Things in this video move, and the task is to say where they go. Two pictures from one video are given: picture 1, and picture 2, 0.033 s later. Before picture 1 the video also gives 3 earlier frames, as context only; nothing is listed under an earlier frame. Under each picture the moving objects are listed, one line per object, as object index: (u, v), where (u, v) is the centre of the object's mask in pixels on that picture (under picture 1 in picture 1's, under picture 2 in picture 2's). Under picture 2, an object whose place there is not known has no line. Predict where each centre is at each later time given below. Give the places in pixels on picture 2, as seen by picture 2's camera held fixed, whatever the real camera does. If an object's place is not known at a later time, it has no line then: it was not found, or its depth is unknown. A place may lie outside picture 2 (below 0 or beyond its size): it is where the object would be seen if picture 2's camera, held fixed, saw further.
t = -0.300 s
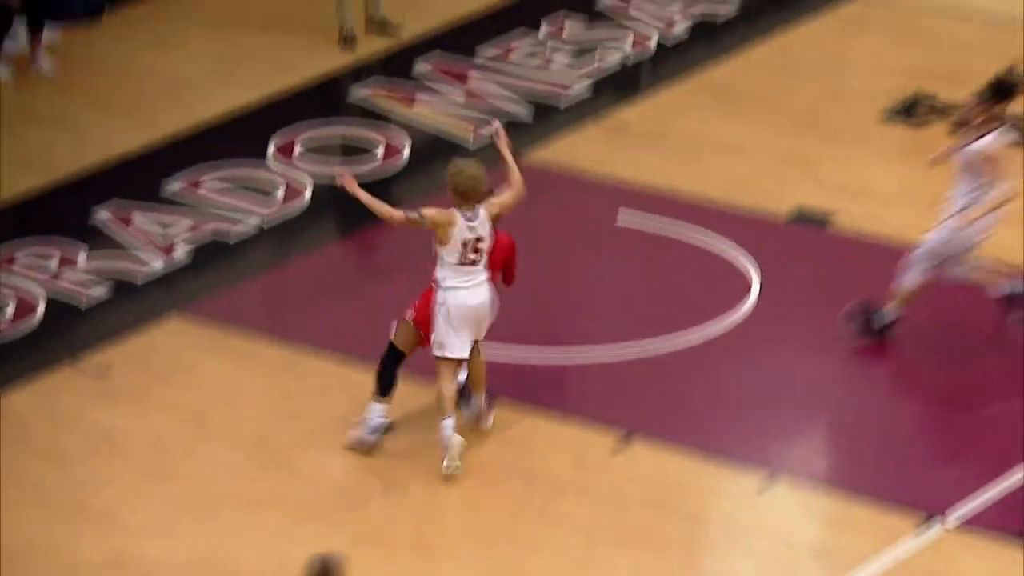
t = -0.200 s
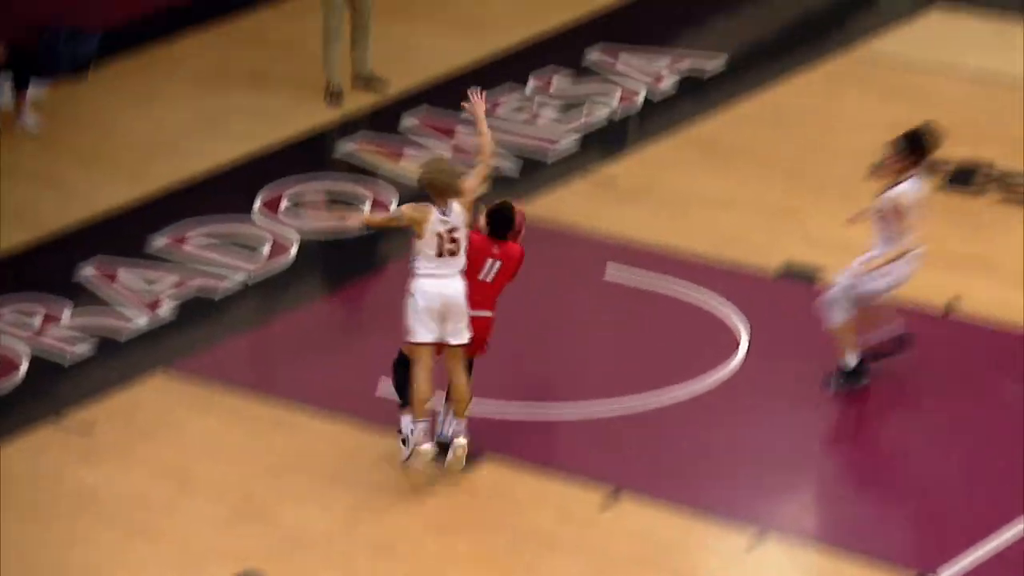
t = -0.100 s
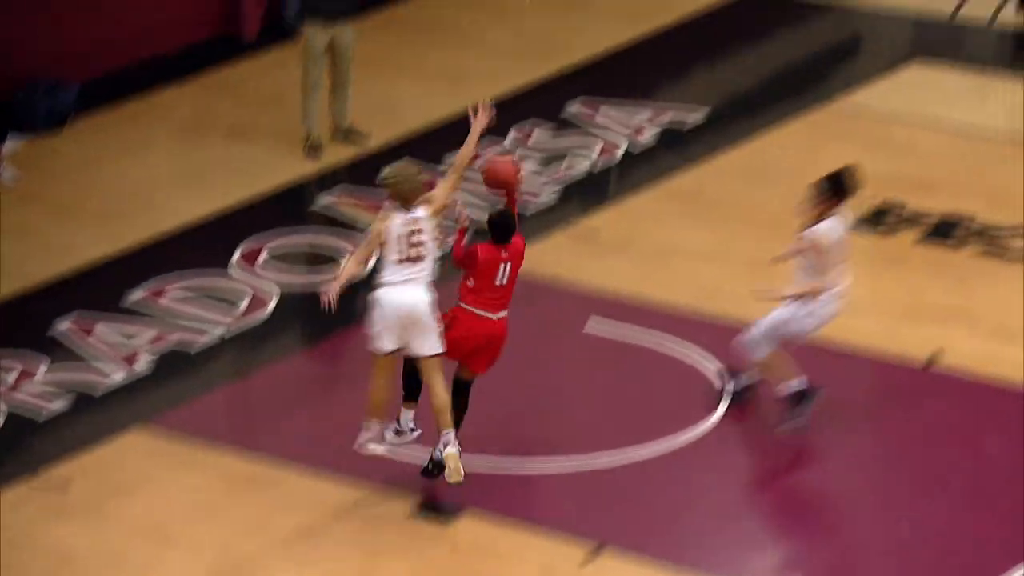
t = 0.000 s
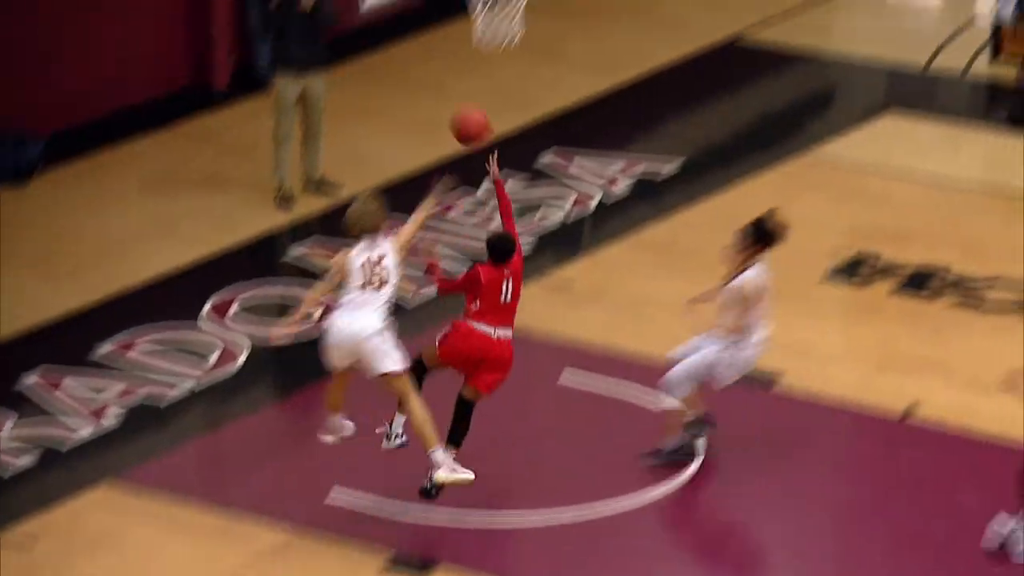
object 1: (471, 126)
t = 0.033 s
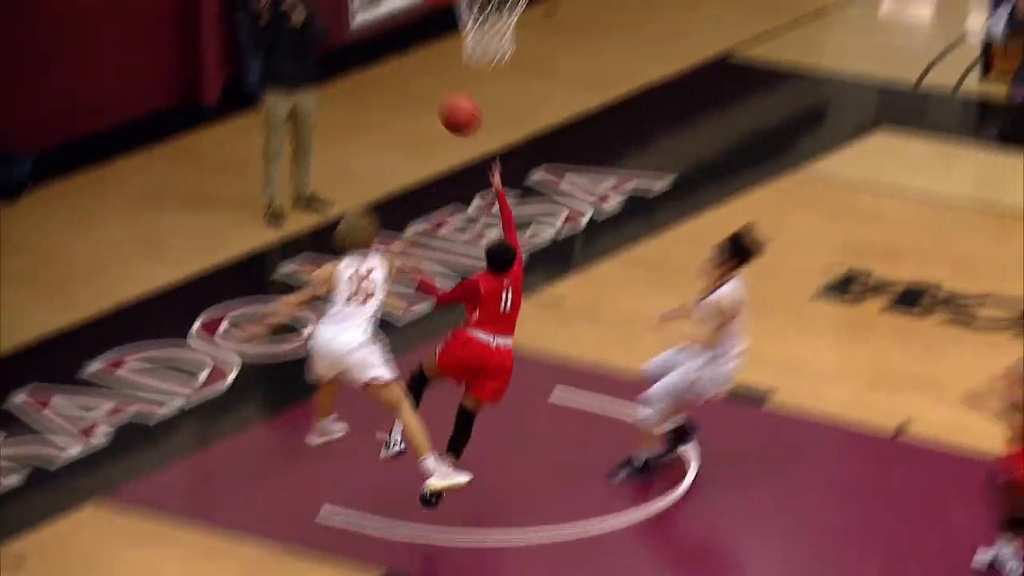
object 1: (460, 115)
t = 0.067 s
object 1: (460, 87)
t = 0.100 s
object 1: (458, 61)
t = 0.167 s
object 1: (454, 17)
